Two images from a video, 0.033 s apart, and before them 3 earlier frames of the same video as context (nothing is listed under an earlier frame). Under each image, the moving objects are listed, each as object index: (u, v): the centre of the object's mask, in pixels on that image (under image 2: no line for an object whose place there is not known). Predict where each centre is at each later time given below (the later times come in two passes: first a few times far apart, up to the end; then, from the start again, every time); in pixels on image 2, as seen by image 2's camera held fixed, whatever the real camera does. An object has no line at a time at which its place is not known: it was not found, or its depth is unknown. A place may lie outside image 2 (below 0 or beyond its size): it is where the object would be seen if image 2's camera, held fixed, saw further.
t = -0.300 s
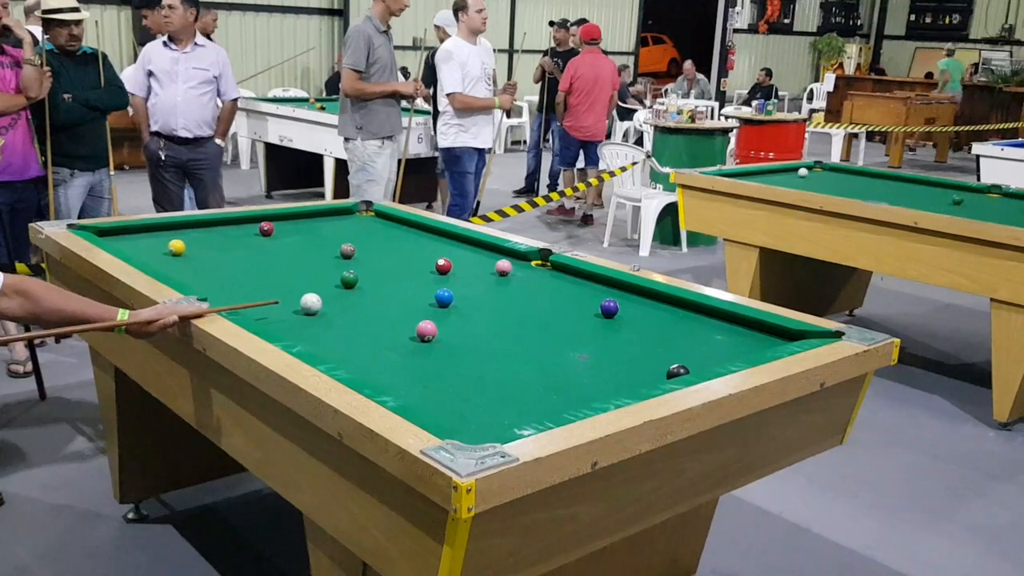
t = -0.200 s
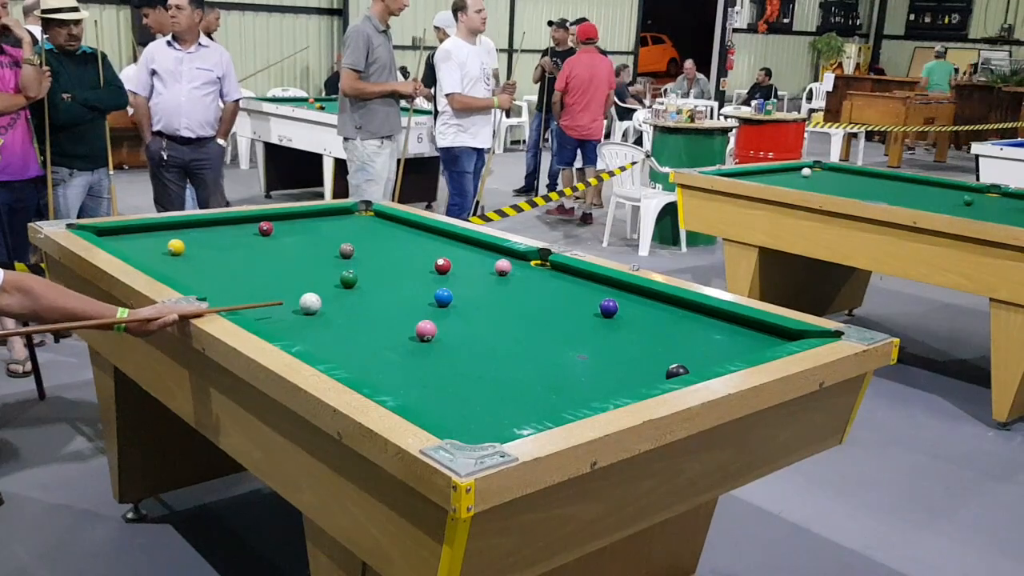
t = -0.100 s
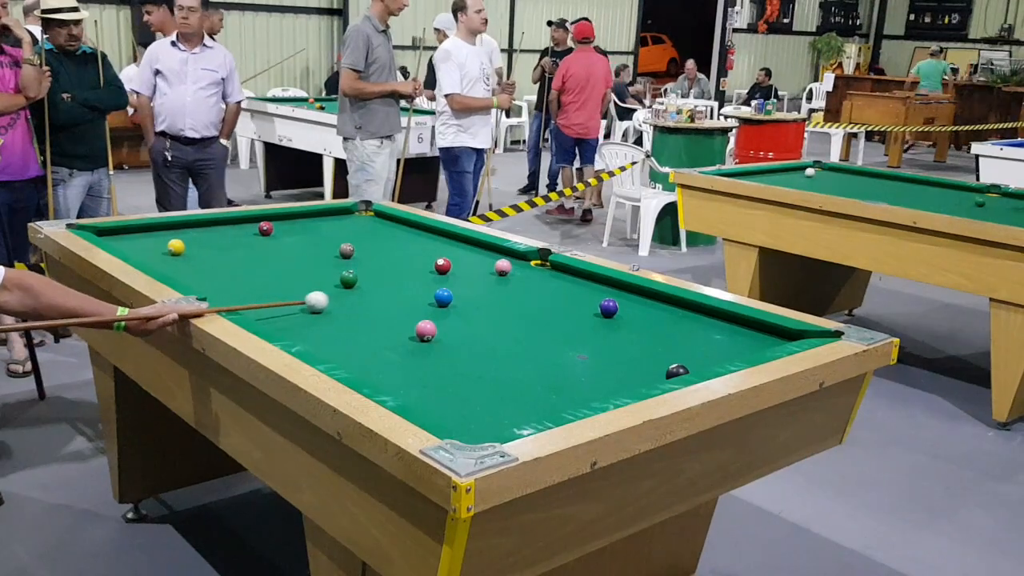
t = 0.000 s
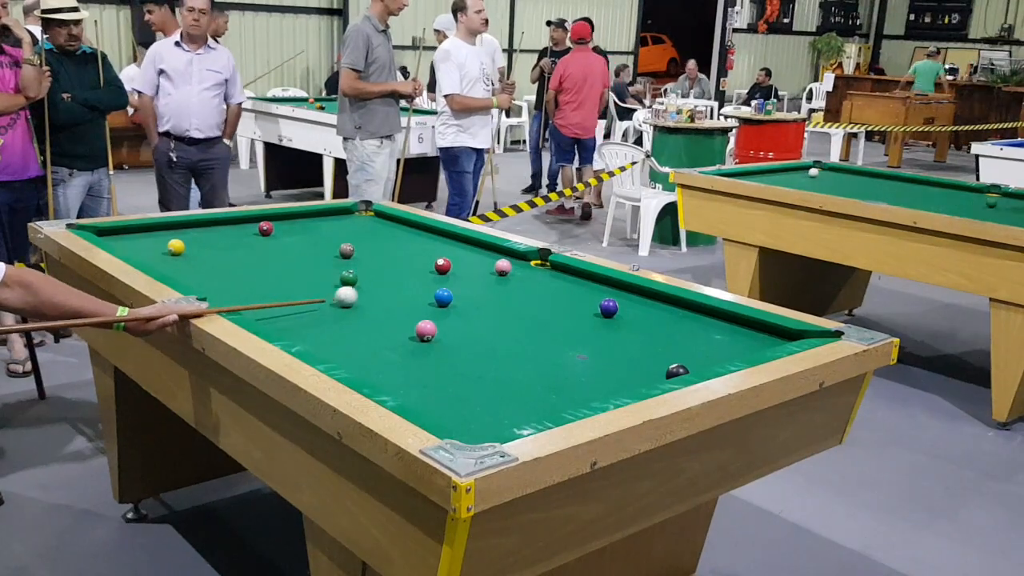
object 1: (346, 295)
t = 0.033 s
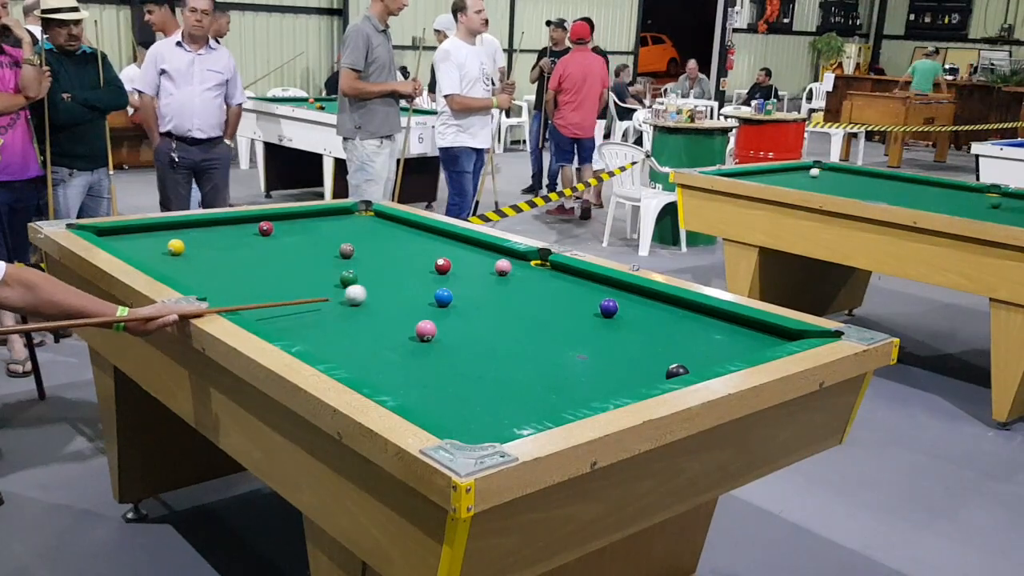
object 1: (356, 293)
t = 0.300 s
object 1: (422, 281)
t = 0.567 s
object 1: (479, 271)
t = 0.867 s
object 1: (516, 267)
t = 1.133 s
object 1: (541, 266)
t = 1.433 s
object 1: (548, 266)
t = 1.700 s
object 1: (538, 269)
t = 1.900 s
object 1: (531, 271)
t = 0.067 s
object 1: (364, 292)
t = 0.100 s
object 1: (373, 290)
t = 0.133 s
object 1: (382, 289)
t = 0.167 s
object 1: (390, 287)
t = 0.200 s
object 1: (398, 286)
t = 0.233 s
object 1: (406, 284)
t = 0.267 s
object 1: (414, 283)
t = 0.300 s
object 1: (422, 281)
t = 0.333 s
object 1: (429, 280)
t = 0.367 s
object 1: (437, 279)
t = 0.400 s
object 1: (445, 277)
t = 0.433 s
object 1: (452, 276)
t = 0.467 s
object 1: (459, 275)
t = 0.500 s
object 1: (466, 273)
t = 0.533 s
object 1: (473, 272)
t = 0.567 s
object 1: (479, 271)
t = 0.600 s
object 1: (486, 270)
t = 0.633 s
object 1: (492, 268)
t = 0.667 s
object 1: (496, 268)
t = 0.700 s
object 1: (499, 268)
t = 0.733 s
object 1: (503, 268)
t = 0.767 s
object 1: (506, 268)
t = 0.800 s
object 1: (509, 268)
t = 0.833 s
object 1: (513, 268)
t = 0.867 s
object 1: (516, 267)
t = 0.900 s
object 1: (520, 267)
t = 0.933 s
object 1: (523, 267)
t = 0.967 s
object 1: (526, 266)
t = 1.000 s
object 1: (529, 266)
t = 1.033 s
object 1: (532, 266)
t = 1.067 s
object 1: (535, 266)
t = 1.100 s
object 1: (538, 266)
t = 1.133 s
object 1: (541, 266)
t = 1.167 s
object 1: (544, 265)
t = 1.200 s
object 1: (547, 265)
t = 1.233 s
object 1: (550, 265)
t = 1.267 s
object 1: (553, 265)
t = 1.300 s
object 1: (553, 265)
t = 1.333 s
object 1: (551, 265)
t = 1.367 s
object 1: (550, 266)
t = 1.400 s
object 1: (549, 266)
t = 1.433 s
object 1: (548, 266)
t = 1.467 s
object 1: (546, 267)
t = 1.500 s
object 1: (545, 267)
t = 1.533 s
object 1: (544, 267)
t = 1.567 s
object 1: (542, 268)
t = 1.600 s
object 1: (541, 268)
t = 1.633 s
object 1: (540, 268)
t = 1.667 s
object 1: (539, 269)
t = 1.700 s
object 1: (538, 269)
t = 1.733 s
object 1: (537, 269)
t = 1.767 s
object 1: (536, 269)
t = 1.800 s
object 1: (535, 270)
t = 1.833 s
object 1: (533, 270)
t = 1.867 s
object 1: (532, 270)
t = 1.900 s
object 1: (531, 271)
